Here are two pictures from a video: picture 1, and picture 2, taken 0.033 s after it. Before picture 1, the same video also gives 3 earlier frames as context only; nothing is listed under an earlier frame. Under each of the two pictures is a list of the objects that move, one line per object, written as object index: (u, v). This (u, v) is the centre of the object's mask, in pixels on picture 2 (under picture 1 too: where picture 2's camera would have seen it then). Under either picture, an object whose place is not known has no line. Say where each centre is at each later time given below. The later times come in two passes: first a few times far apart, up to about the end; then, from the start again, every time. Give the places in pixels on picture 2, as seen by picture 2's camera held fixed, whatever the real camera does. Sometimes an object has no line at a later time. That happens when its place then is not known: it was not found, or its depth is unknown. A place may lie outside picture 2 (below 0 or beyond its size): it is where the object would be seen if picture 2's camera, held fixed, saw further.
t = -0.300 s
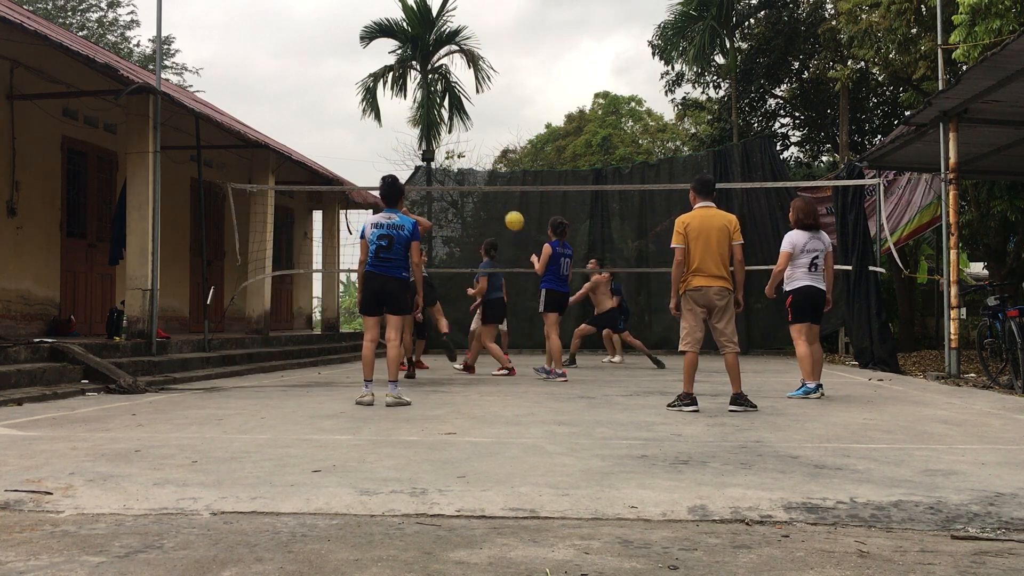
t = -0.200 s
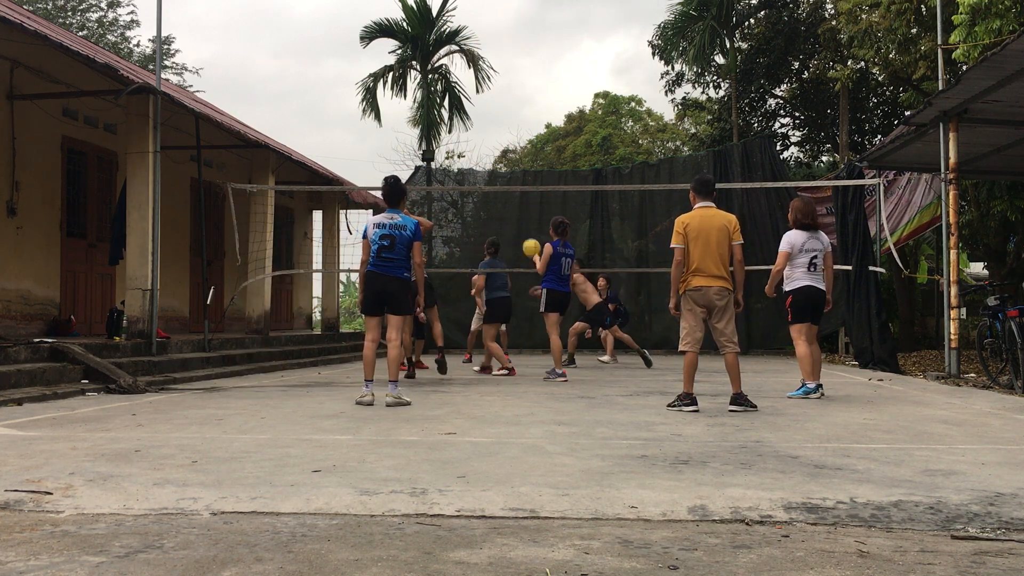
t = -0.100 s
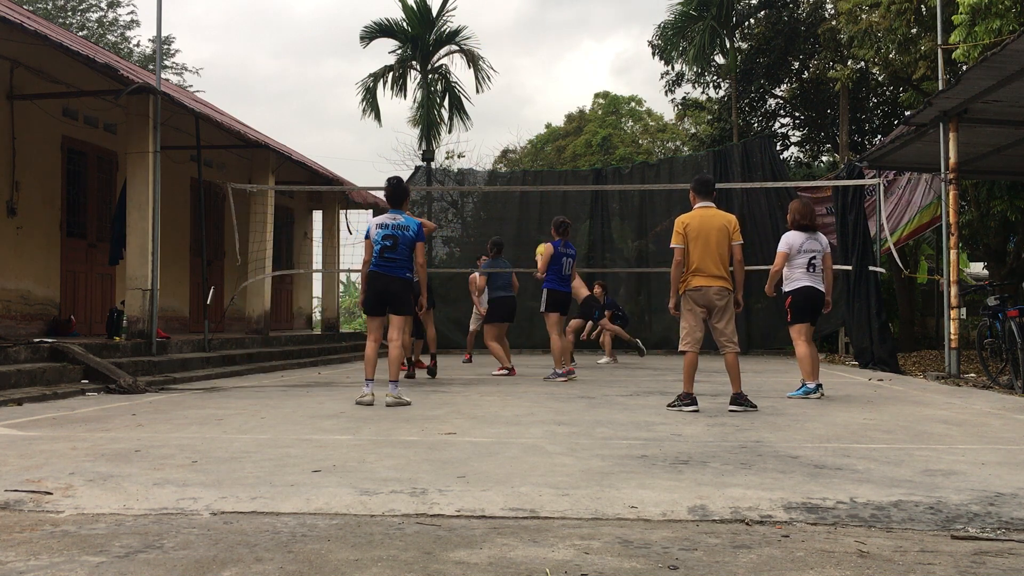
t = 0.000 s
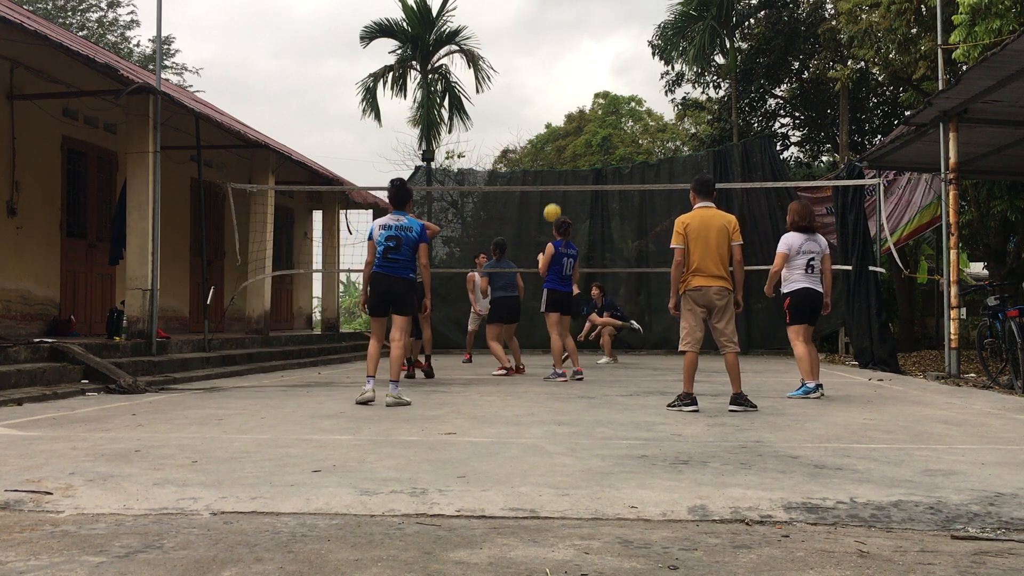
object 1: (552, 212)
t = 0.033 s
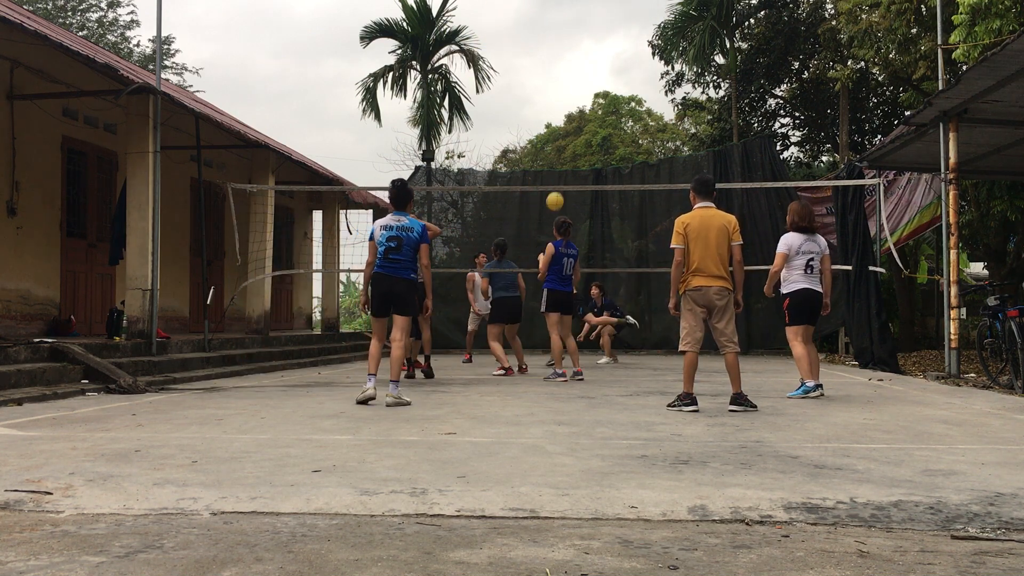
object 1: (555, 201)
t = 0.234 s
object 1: (570, 149)
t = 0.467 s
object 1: (586, 126)
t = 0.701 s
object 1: (602, 139)
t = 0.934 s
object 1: (616, 185)
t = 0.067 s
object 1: (557, 191)
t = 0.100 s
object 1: (560, 179)
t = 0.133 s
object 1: (562, 171)
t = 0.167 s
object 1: (565, 163)
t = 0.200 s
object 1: (567, 156)
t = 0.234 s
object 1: (570, 149)
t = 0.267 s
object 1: (572, 143)
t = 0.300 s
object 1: (575, 138)
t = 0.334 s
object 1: (577, 134)
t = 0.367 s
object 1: (580, 131)
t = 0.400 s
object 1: (581, 129)
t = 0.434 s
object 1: (584, 127)
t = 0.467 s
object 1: (586, 126)
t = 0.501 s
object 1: (588, 126)
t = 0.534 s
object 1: (591, 126)
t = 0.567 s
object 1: (593, 127)
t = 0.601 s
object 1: (595, 129)
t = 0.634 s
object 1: (598, 132)
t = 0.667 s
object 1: (600, 135)
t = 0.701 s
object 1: (602, 139)
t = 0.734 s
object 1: (604, 144)
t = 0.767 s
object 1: (606, 149)
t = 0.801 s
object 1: (608, 155)
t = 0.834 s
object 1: (610, 162)
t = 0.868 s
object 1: (612, 169)
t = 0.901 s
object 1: (614, 177)
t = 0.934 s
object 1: (616, 185)
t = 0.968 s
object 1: (618, 196)
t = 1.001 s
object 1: (620, 205)
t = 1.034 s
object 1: (622, 215)
